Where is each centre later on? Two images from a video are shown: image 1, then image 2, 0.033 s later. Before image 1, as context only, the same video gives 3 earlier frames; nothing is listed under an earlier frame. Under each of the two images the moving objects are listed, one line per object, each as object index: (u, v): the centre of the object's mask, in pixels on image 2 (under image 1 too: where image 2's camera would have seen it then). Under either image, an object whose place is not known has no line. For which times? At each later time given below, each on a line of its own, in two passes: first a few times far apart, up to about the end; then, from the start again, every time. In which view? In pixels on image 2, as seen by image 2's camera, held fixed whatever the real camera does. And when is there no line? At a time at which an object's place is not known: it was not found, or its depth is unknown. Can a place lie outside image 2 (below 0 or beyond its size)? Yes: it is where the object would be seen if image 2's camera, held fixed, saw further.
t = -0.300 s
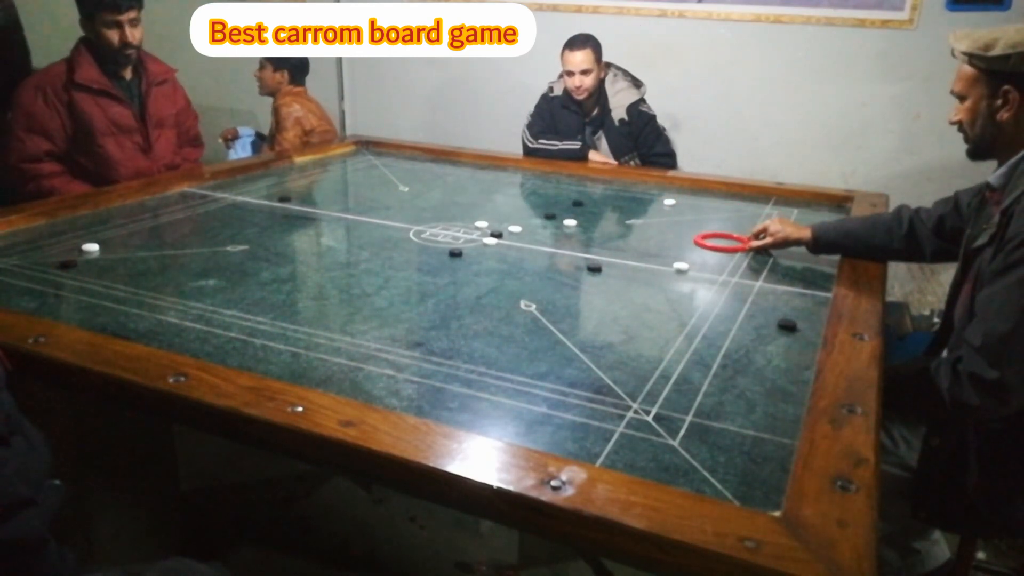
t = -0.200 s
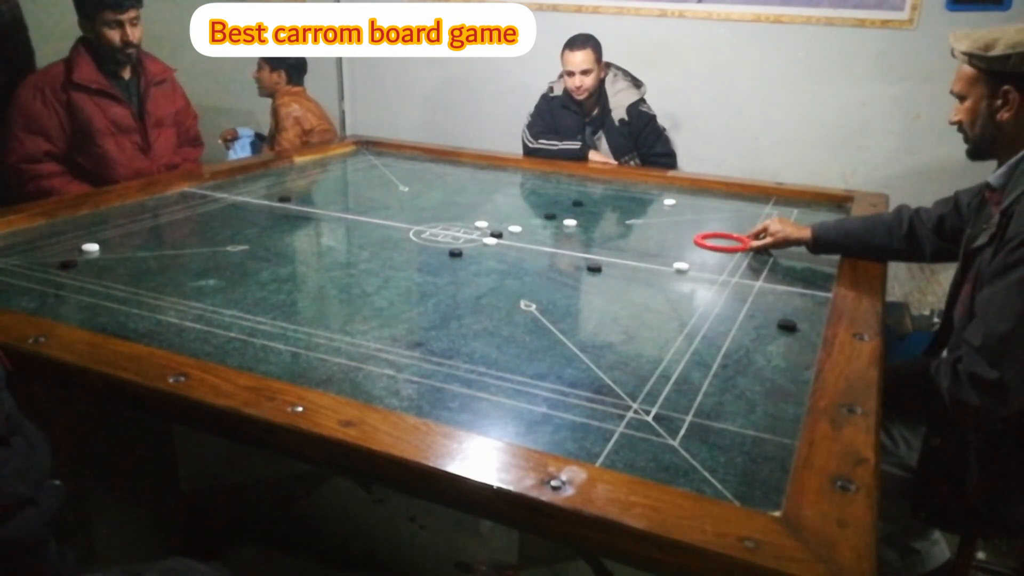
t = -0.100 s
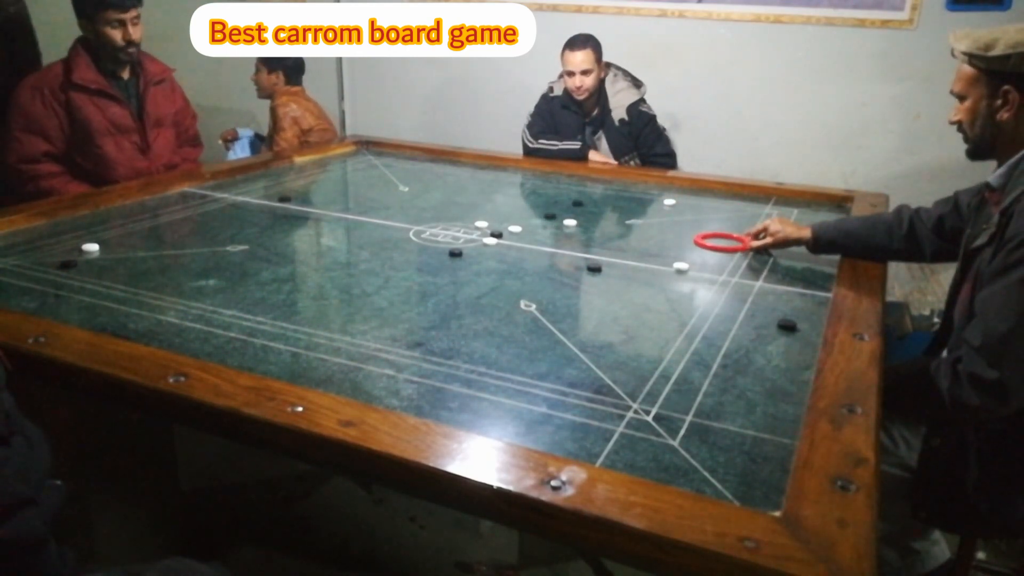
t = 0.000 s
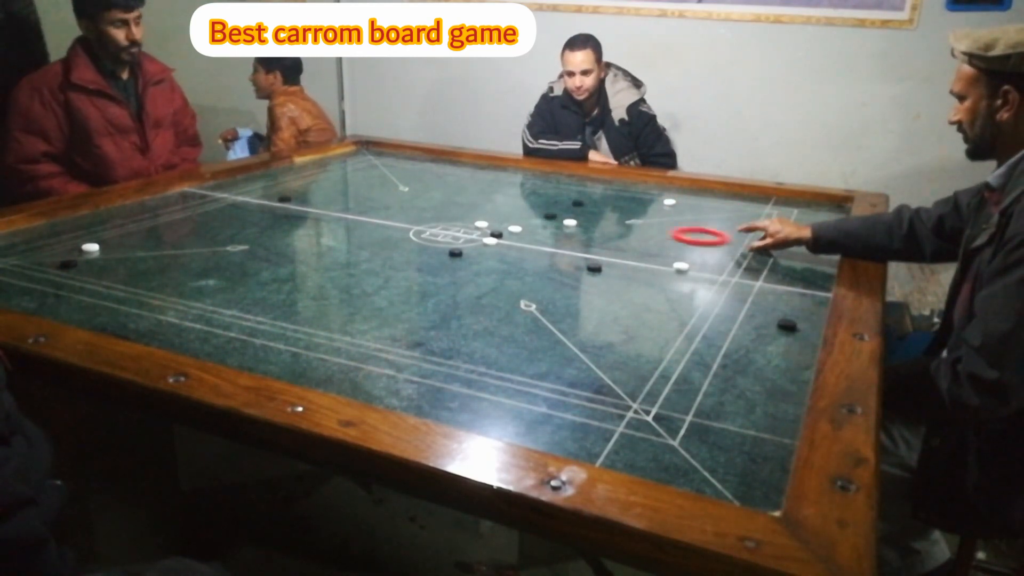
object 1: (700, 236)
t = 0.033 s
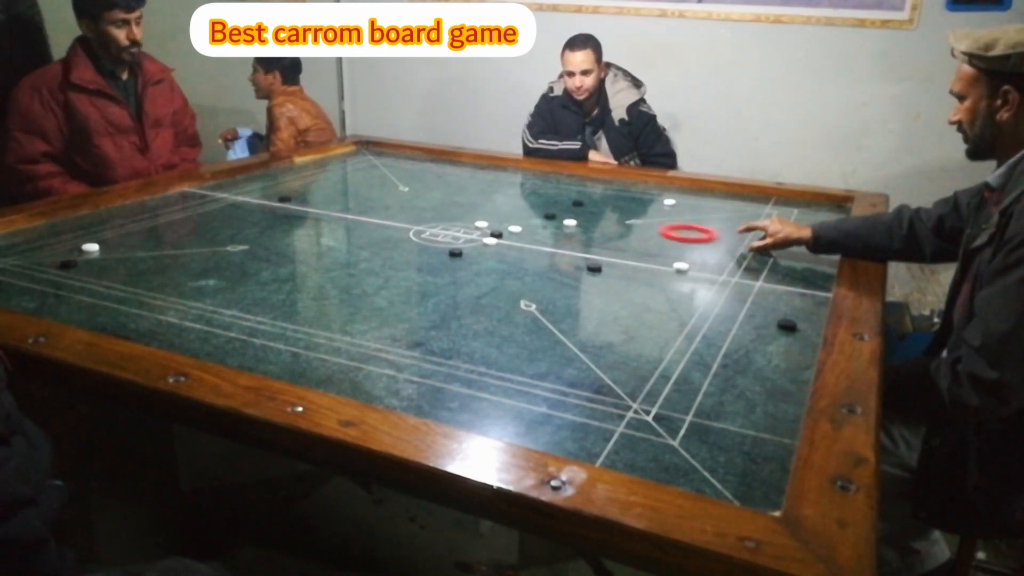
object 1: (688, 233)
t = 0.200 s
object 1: (634, 220)
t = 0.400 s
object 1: (582, 206)
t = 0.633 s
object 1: (534, 194)
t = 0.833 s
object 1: (496, 185)
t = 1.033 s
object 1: (462, 176)
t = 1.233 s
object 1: (431, 168)
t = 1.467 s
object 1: (398, 160)
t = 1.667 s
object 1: (373, 152)
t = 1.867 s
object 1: (360, 154)
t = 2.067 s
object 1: (351, 156)
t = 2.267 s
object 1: (342, 157)
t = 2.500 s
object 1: (335, 160)
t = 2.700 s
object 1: (328, 162)
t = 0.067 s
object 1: (677, 230)
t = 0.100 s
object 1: (666, 228)
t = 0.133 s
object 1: (655, 225)
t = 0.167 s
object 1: (645, 222)
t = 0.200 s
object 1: (634, 220)
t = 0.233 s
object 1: (624, 217)
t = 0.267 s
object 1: (614, 214)
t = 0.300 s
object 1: (605, 212)
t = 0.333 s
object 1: (597, 210)
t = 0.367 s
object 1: (589, 208)
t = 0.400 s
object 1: (582, 206)
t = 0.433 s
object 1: (575, 205)
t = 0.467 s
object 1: (568, 203)
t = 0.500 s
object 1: (561, 201)
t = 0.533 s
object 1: (554, 199)
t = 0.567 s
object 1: (547, 198)
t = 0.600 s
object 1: (541, 196)
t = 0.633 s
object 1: (534, 194)
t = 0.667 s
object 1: (527, 193)
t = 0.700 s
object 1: (521, 191)
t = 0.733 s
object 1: (515, 189)
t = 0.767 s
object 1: (509, 188)
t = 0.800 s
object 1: (502, 186)
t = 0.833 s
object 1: (496, 185)
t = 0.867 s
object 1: (490, 183)
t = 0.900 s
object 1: (484, 182)
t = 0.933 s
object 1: (478, 180)
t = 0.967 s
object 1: (473, 179)
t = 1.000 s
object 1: (467, 178)
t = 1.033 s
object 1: (462, 176)
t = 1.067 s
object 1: (456, 175)
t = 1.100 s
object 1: (452, 173)
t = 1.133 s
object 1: (446, 172)
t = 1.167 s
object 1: (441, 171)
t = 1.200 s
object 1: (436, 169)
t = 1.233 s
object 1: (431, 168)
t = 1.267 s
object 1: (426, 167)
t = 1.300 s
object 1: (421, 165)
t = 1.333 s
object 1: (417, 164)
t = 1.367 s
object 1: (412, 163)
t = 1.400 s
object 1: (408, 162)
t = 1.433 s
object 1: (403, 161)
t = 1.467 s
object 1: (398, 160)
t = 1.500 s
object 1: (394, 158)
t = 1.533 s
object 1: (389, 157)
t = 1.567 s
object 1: (386, 156)
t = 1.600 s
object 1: (381, 155)
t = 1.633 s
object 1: (377, 154)
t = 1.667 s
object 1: (373, 152)
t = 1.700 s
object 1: (370, 152)
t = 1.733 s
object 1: (368, 152)
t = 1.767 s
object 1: (366, 153)
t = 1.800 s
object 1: (365, 153)
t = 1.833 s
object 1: (363, 153)
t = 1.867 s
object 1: (360, 154)
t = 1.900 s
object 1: (359, 154)
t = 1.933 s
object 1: (358, 154)
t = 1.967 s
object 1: (356, 155)
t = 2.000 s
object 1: (355, 155)
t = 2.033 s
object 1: (352, 155)
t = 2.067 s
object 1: (351, 156)
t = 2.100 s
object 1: (350, 156)
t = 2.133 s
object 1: (348, 156)
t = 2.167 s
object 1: (346, 157)
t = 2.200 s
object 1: (345, 157)
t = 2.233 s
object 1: (343, 157)
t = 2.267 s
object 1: (342, 157)
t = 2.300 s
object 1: (341, 158)
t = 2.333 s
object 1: (340, 158)
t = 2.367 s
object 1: (339, 158)
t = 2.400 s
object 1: (338, 159)
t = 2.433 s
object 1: (337, 159)
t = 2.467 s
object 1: (336, 159)
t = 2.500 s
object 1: (335, 160)
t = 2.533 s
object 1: (333, 160)
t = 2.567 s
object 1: (332, 160)
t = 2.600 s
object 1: (331, 161)
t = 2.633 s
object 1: (330, 161)
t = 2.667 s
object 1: (329, 161)
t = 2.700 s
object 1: (328, 162)
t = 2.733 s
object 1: (327, 162)
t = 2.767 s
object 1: (326, 162)
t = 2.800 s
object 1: (325, 163)
